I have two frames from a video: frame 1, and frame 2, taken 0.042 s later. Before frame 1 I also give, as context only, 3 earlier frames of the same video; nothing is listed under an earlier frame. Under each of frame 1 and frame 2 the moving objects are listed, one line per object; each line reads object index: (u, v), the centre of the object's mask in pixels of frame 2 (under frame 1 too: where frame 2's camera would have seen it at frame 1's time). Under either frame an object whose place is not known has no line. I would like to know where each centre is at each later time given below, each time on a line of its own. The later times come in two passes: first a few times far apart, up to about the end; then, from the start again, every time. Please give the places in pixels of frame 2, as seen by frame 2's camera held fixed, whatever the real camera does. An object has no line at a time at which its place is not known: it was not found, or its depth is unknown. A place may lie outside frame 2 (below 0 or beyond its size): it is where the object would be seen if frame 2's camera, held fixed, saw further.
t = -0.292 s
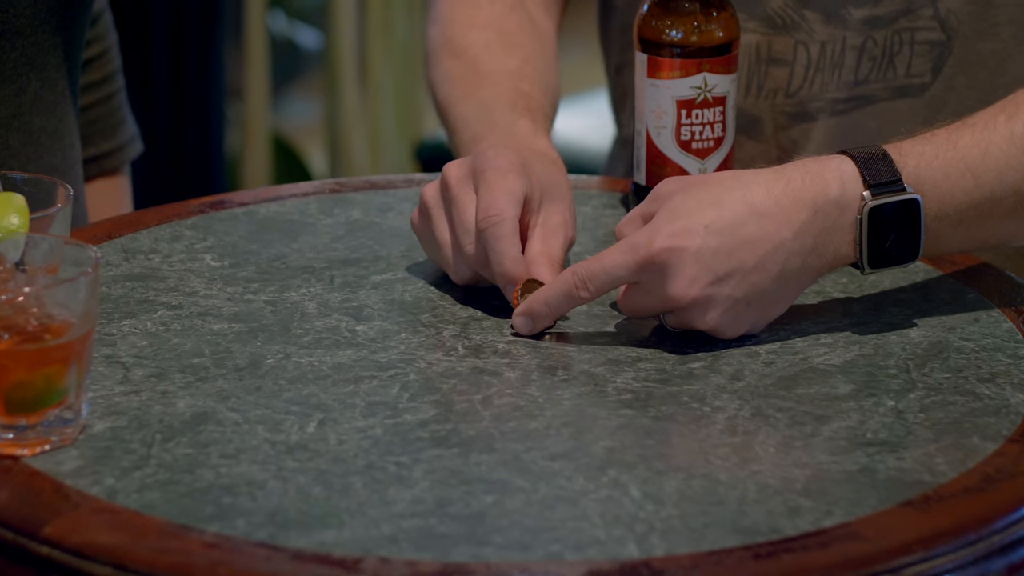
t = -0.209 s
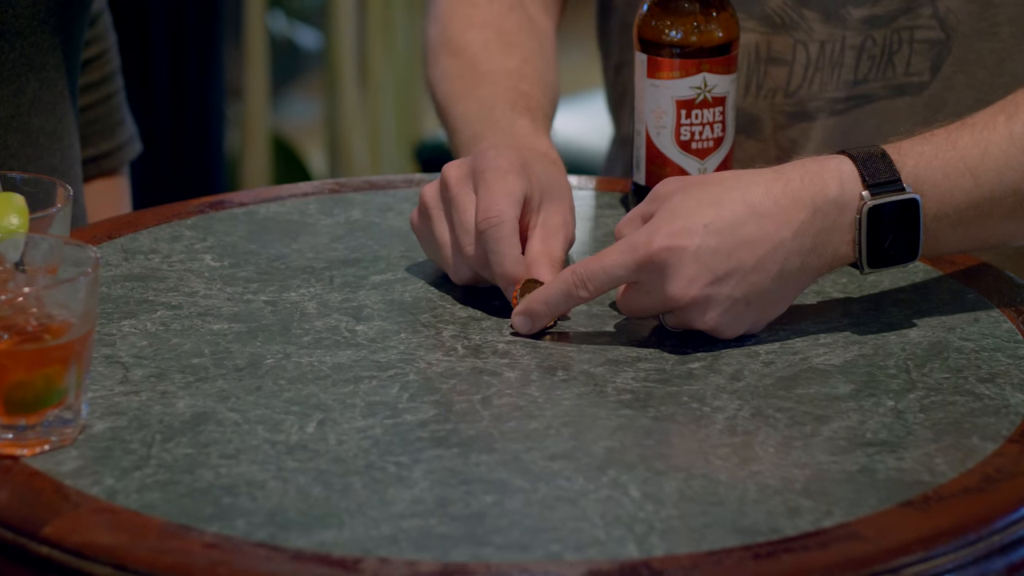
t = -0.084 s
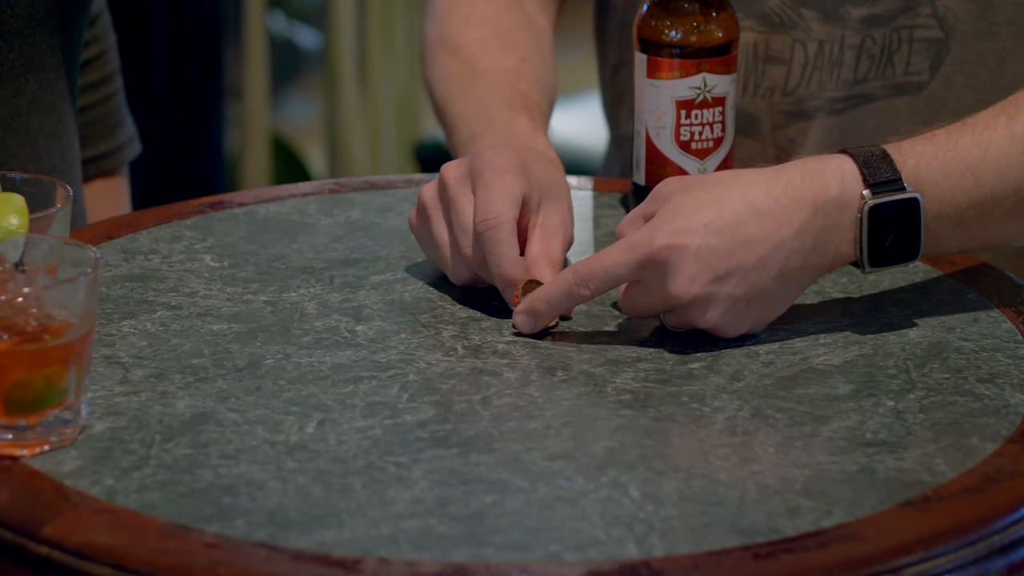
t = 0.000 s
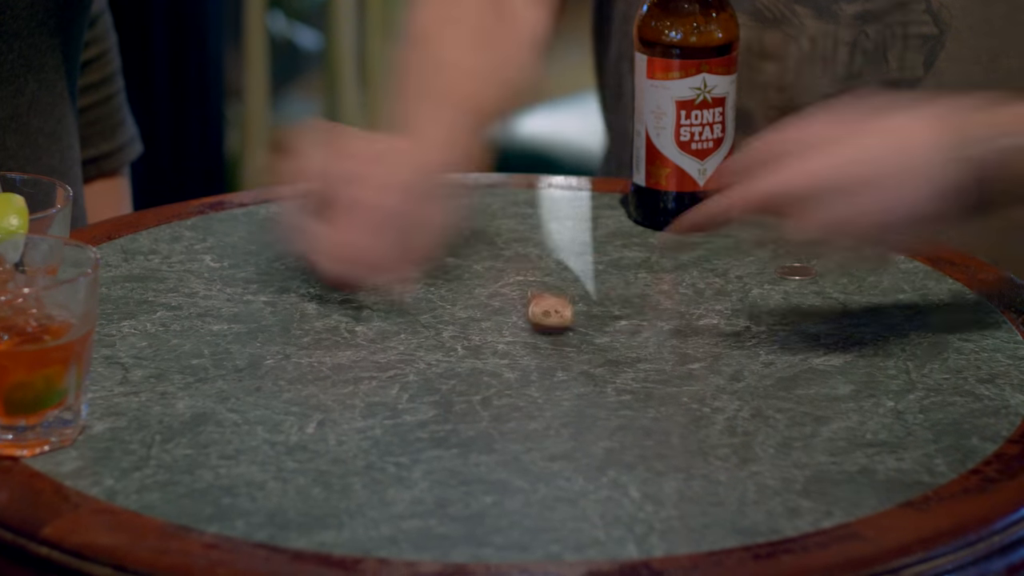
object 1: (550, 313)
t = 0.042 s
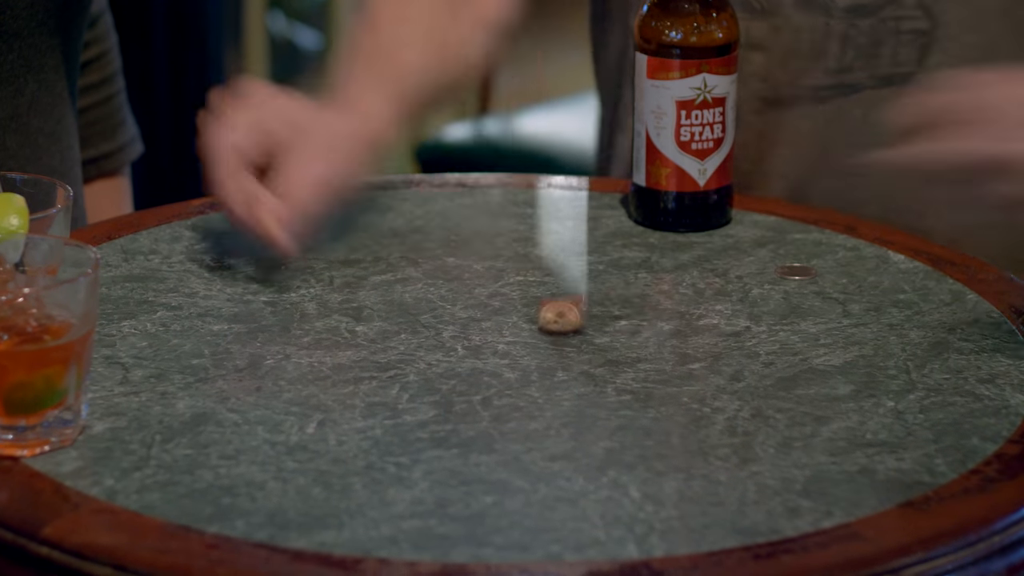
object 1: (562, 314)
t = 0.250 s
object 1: (610, 313)
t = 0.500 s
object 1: (650, 306)
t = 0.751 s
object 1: (670, 303)
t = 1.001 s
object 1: (684, 305)
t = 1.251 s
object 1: (664, 303)
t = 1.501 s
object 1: (669, 309)
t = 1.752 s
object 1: (660, 308)
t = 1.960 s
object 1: (661, 316)
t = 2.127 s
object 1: (667, 316)
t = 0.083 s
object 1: (573, 315)
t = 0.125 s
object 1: (583, 315)
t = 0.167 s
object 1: (592, 314)
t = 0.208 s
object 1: (602, 313)
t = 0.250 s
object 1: (610, 313)
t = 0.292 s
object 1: (620, 313)
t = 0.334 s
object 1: (625, 310)
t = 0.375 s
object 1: (631, 309)
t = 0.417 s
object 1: (639, 311)
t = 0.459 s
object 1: (645, 309)
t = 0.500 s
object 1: (650, 306)
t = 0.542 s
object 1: (654, 306)
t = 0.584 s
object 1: (659, 305)
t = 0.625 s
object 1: (661, 306)
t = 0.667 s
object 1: (665, 307)
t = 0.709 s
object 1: (667, 306)
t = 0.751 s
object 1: (670, 303)
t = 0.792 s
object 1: (673, 305)
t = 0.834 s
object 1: (675, 306)
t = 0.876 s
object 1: (681, 308)
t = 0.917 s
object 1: (681, 309)
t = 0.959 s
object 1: (683, 306)
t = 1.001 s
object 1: (684, 305)
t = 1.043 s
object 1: (681, 305)
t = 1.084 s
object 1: (681, 302)
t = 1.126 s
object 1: (676, 306)
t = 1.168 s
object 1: (673, 300)
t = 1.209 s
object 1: (670, 306)
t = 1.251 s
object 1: (664, 303)
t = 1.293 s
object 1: (665, 306)
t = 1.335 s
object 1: (661, 307)
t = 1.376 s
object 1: (667, 308)
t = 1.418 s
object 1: (665, 308)
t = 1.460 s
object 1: (671, 308)
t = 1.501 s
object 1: (669, 309)
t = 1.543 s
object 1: (673, 306)
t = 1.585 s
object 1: (669, 310)
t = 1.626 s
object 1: (671, 305)
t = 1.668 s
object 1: (665, 308)
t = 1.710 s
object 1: (665, 306)
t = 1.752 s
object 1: (660, 308)
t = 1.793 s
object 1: (660, 308)
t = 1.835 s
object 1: (657, 308)
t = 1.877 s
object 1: (659, 312)
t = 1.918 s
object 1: (656, 312)
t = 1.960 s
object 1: (661, 316)
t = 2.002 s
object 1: (659, 315)
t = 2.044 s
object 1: (664, 318)
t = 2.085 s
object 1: (663, 316)
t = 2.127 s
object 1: (667, 316)
